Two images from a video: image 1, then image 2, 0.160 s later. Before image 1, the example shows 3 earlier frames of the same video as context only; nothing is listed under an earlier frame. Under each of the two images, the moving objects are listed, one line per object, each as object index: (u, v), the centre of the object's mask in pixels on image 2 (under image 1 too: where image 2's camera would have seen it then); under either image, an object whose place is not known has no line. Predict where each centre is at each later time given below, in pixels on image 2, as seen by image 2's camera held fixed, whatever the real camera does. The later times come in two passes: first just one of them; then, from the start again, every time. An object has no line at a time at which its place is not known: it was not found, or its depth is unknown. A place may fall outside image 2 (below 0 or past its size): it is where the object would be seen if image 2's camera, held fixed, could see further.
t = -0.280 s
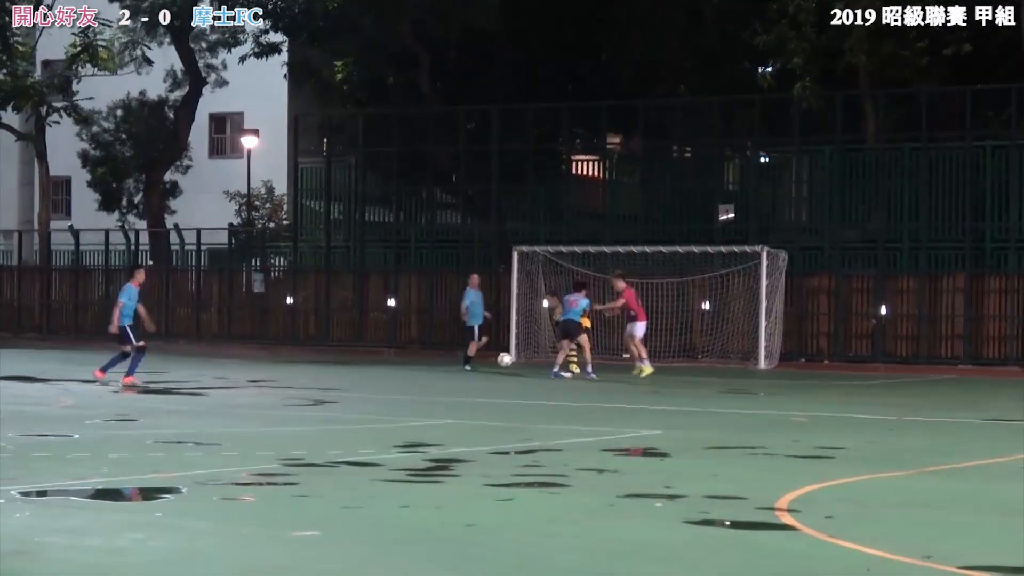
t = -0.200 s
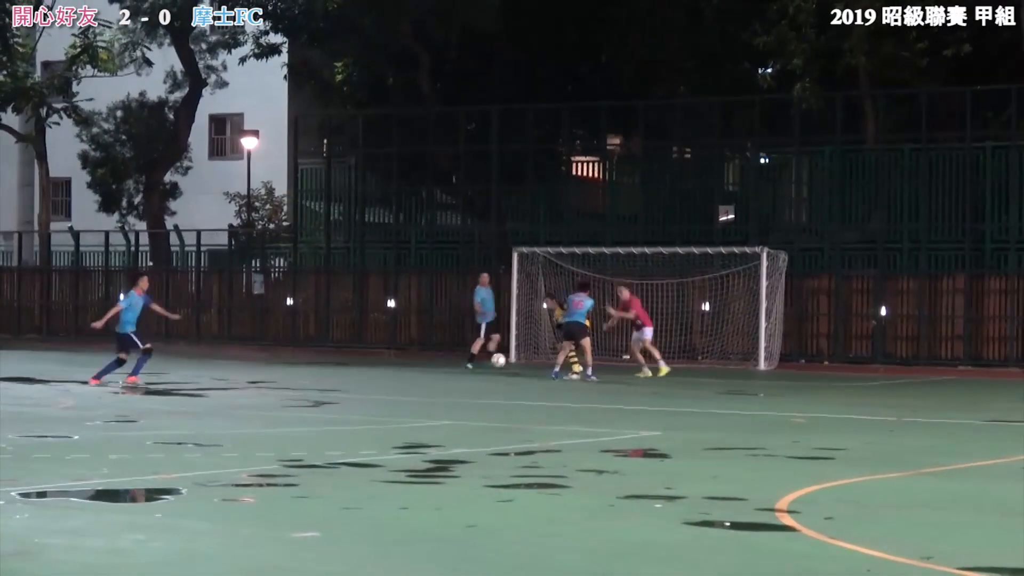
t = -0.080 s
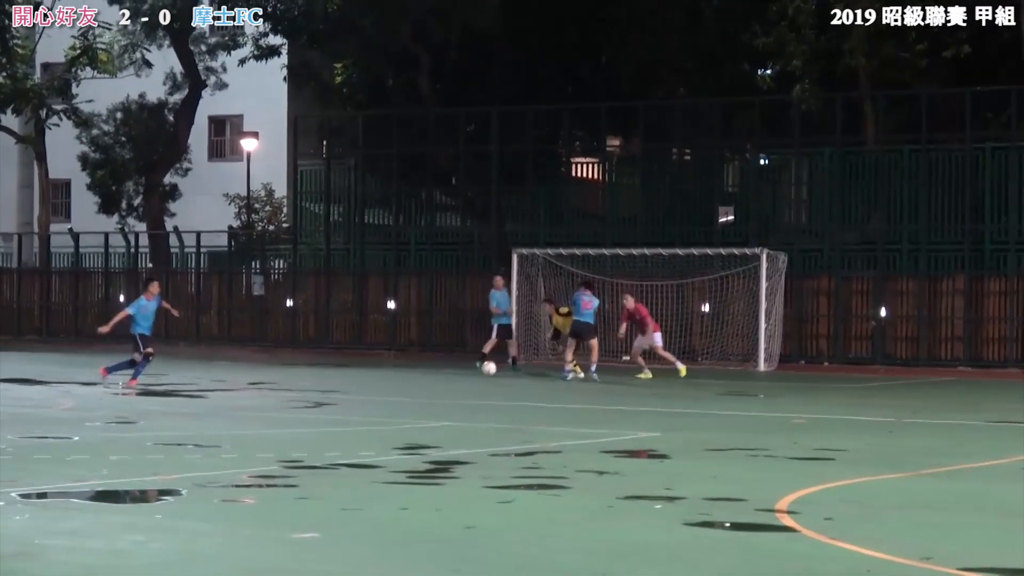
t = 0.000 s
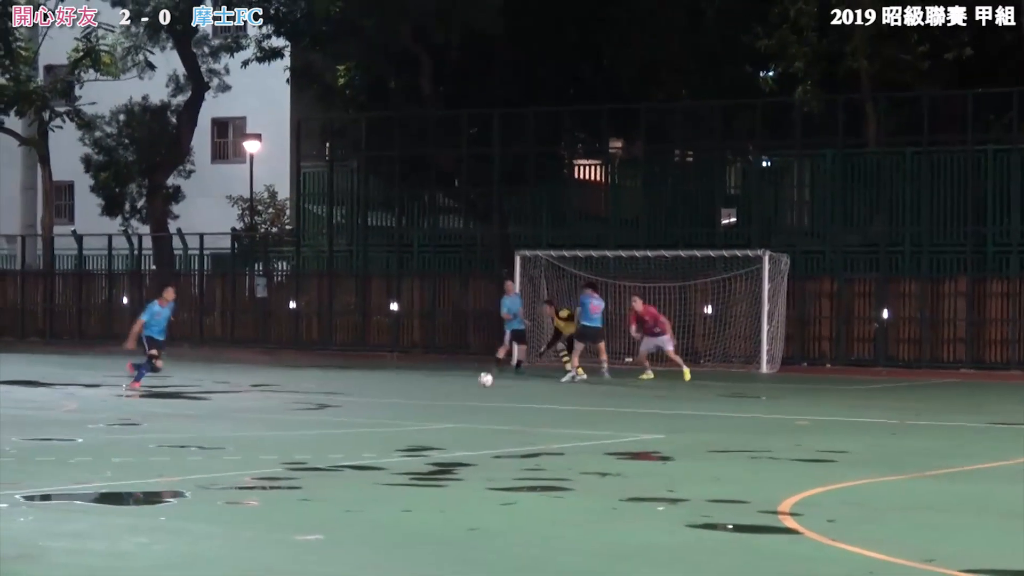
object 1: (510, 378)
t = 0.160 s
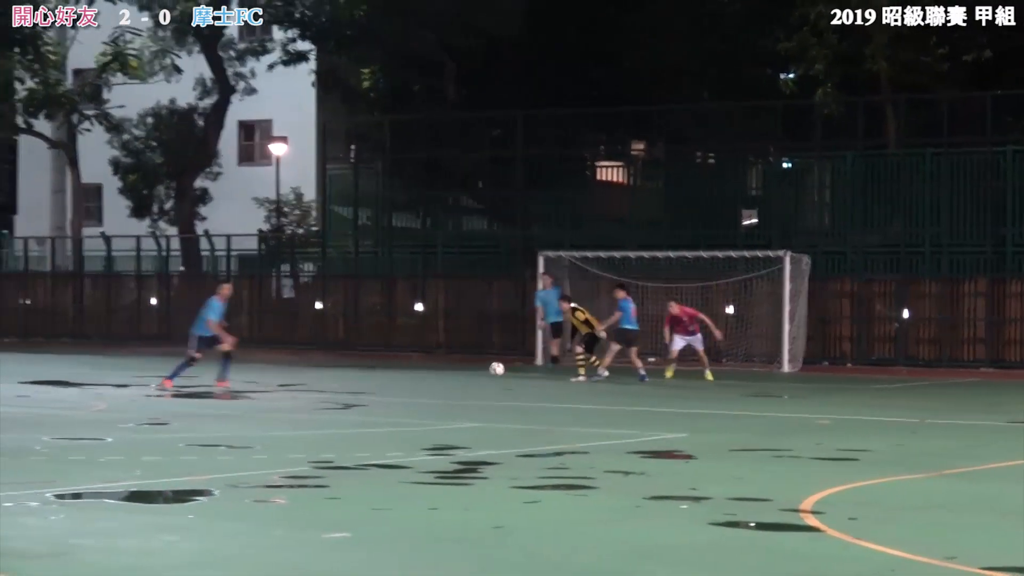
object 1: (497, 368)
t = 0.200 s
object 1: (494, 368)
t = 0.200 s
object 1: (494, 368)
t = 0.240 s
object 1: (490, 368)
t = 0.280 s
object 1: (486, 367)
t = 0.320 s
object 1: (483, 371)
